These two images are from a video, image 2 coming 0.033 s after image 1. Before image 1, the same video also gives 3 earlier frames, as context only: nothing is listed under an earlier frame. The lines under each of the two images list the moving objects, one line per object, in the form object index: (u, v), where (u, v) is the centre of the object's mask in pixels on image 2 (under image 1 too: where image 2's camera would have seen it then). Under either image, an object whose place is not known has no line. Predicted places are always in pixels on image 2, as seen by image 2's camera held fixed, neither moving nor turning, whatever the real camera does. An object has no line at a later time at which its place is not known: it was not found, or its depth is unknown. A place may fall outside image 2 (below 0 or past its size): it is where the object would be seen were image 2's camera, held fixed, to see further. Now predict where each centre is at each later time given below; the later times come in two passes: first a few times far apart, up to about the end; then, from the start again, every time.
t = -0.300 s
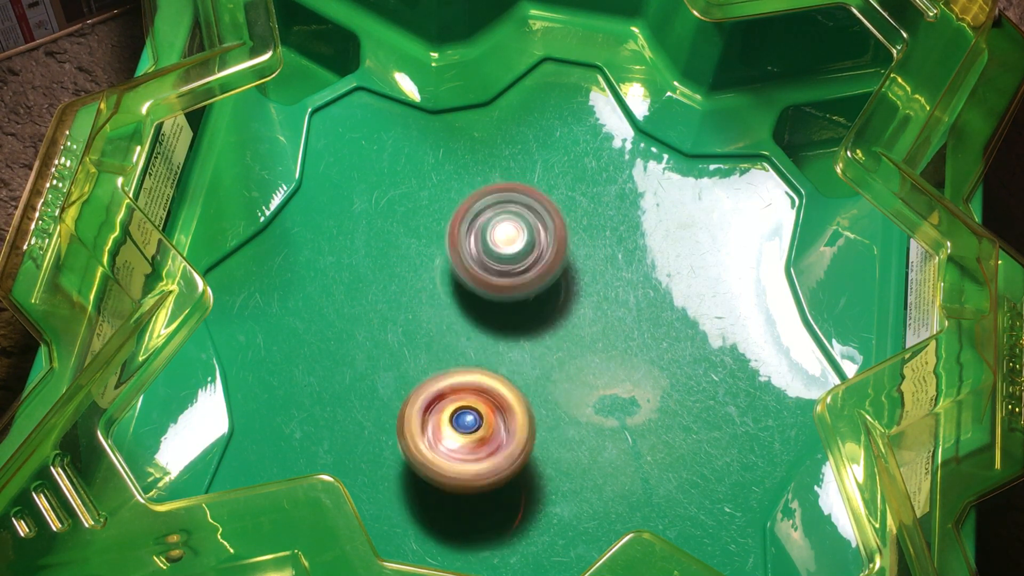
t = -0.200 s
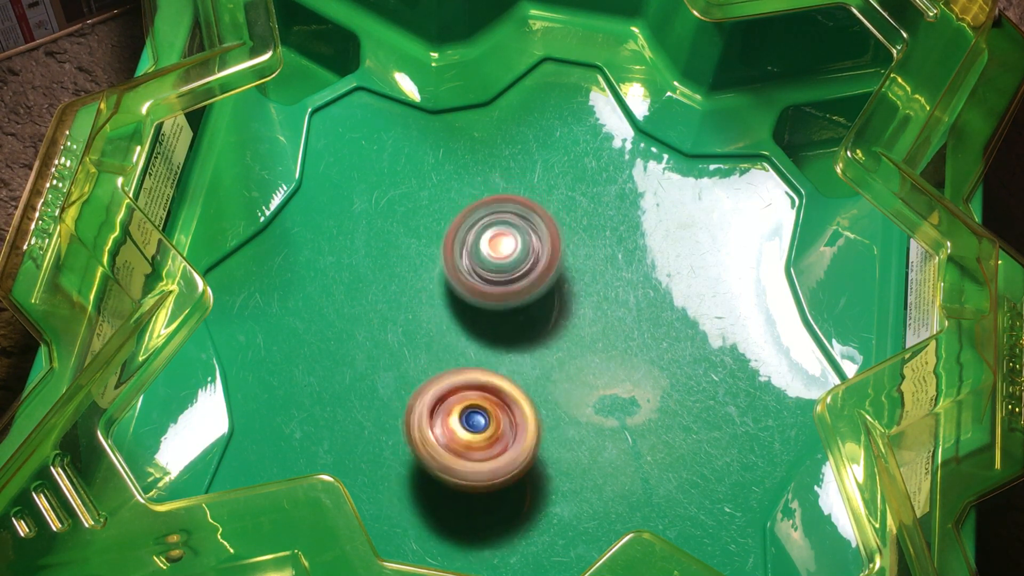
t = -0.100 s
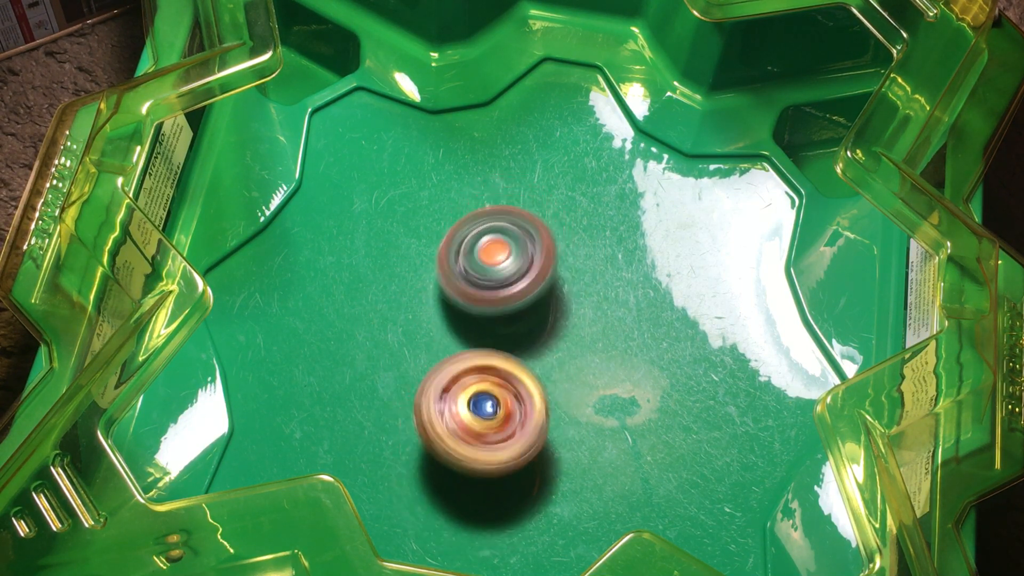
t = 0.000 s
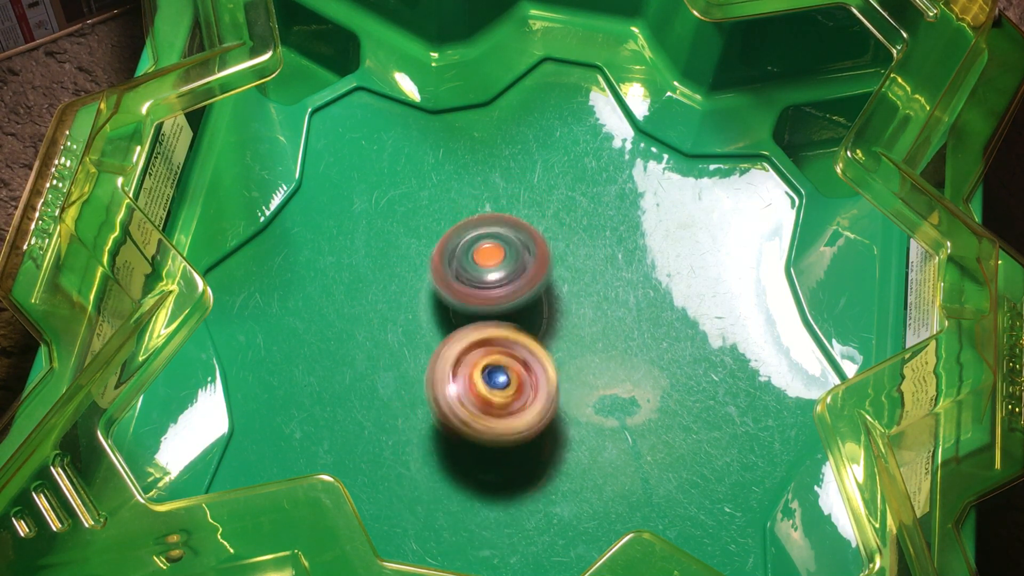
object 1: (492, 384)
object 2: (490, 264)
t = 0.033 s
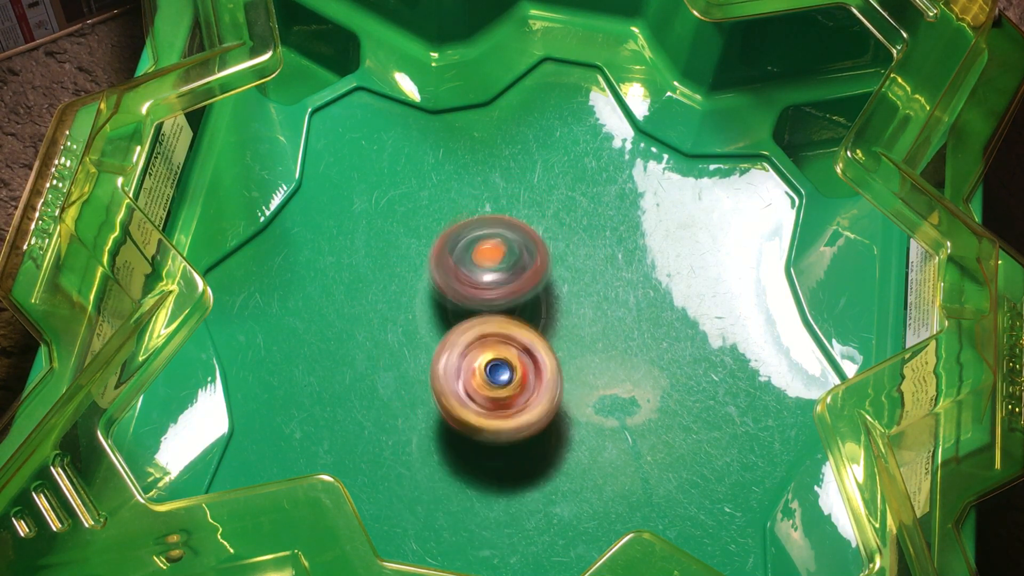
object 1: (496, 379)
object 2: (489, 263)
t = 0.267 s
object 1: (509, 378)
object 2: (511, 239)
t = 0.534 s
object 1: (486, 421)
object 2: (552, 224)
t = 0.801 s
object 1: (492, 414)
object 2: (567, 212)
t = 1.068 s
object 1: (537, 362)
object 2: (558, 234)
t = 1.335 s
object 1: (514, 416)
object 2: (556, 274)
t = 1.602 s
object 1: (519, 461)
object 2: (520, 345)
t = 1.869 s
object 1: (537, 417)
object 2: (438, 285)
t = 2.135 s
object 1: (538, 392)
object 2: (456, 284)
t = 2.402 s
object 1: (520, 402)
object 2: (567, 298)
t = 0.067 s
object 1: (496, 381)
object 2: (494, 246)
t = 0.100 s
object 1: (498, 385)
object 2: (499, 233)
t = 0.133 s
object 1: (498, 383)
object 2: (503, 226)
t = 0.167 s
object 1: (502, 383)
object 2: (507, 224)
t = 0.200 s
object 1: (503, 382)
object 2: (509, 227)
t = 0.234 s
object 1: (507, 379)
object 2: (511, 233)
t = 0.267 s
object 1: (509, 378)
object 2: (511, 239)
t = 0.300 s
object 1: (513, 374)
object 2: (511, 247)
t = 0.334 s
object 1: (515, 374)
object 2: (509, 253)
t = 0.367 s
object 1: (518, 371)
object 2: (508, 259)
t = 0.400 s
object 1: (522, 371)
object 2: (505, 263)
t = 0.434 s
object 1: (520, 369)
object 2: (504, 269)
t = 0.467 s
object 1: (512, 382)
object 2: (517, 264)
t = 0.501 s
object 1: (498, 406)
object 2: (536, 245)
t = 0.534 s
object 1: (486, 421)
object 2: (552, 224)
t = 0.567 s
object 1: (482, 433)
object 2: (564, 210)
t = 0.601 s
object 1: (473, 438)
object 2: (573, 200)
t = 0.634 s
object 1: (469, 439)
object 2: (577, 198)
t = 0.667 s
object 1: (471, 437)
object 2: (578, 199)
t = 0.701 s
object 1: (473, 431)
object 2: (577, 202)
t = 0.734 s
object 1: (481, 428)
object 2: (573, 204)
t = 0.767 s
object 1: (487, 420)
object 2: (571, 208)
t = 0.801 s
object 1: (492, 414)
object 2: (567, 212)
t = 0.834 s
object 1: (499, 405)
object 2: (565, 217)
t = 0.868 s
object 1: (503, 395)
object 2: (562, 222)
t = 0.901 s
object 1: (511, 385)
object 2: (561, 227)
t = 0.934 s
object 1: (517, 372)
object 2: (557, 233)
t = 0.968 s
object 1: (526, 361)
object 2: (555, 239)
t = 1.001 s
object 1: (533, 353)
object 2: (552, 243)
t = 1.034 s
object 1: (536, 356)
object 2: (555, 239)
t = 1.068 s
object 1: (537, 362)
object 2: (558, 234)
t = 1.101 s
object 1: (537, 363)
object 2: (559, 235)
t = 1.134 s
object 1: (539, 366)
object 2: (557, 241)
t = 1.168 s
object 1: (537, 370)
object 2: (552, 247)
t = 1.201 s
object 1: (538, 369)
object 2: (548, 253)
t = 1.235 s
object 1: (538, 371)
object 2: (541, 259)
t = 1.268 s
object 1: (527, 386)
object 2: (546, 263)
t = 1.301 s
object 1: (519, 399)
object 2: (552, 269)
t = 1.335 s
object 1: (514, 416)
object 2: (556, 274)
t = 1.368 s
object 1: (511, 431)
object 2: (559, 282)
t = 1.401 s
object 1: (511, 446)
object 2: (559, 291)
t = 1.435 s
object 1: (512, 457)
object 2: (557, 302)
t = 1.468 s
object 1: (516, 463)
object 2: (552, 314)
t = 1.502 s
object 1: (518, 467)
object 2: (546, 324)
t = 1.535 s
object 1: (520, 467)
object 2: (539, 333)
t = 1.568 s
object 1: (520, 465)
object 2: (528, 339)
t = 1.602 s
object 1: (519, 461)
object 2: (520, 345)
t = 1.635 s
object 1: (518, 456)
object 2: (511, 349)
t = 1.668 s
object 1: (517, 454)
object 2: (500, 341)
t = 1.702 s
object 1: (517, 451)
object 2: (488, 331)
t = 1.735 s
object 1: (518, 446)
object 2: (475, 321)
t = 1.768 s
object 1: (521, 439)
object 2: (466, 312)
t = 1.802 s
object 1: (526, 433)
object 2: (453, 303)
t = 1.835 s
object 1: (532, 424)
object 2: (446, 294)
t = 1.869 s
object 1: (537, 417)
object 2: (438, 285)
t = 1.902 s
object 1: (543, 410)
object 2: (435, 280)
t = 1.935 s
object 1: (549, 405)
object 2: (433, 275)
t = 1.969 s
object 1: (553, 400)
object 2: (433, 272)
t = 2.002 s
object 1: (554, 397)
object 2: (435, 273)
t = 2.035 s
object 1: (551, 394)
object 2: (438, 273)
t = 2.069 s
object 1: (547, 393)
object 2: (442, 275)
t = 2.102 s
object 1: (542, 392)
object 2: (447, 281)
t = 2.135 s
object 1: (538, 392)
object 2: (456, 284)
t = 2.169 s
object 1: (534, 392)
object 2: (464, 290)
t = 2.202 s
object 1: (531, 393)
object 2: (474, 296)
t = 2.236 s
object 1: (527, 394)
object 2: (489, 300)
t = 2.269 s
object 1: (523, 400)
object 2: (503, 301)
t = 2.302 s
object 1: (520, 403)
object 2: (519, 301)
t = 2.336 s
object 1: (519, 404)
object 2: (536, 300)
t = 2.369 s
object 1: (520, 403)
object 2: (554, 301)
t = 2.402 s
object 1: (520, 402)
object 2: (567, 298)
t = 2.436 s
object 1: (521, 400)
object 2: (575, 295)
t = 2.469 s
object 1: (523, 396)
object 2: (579, 288)
